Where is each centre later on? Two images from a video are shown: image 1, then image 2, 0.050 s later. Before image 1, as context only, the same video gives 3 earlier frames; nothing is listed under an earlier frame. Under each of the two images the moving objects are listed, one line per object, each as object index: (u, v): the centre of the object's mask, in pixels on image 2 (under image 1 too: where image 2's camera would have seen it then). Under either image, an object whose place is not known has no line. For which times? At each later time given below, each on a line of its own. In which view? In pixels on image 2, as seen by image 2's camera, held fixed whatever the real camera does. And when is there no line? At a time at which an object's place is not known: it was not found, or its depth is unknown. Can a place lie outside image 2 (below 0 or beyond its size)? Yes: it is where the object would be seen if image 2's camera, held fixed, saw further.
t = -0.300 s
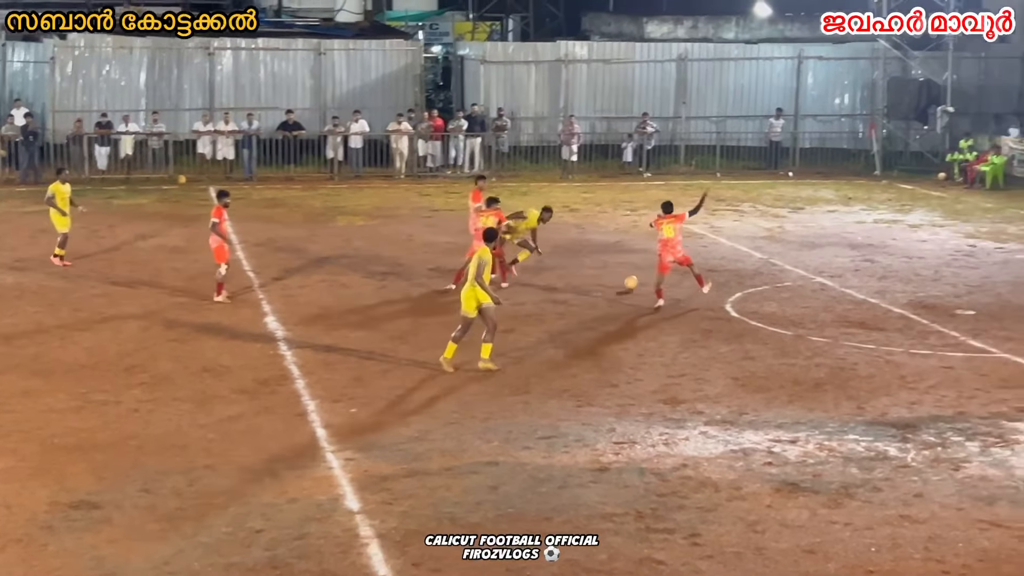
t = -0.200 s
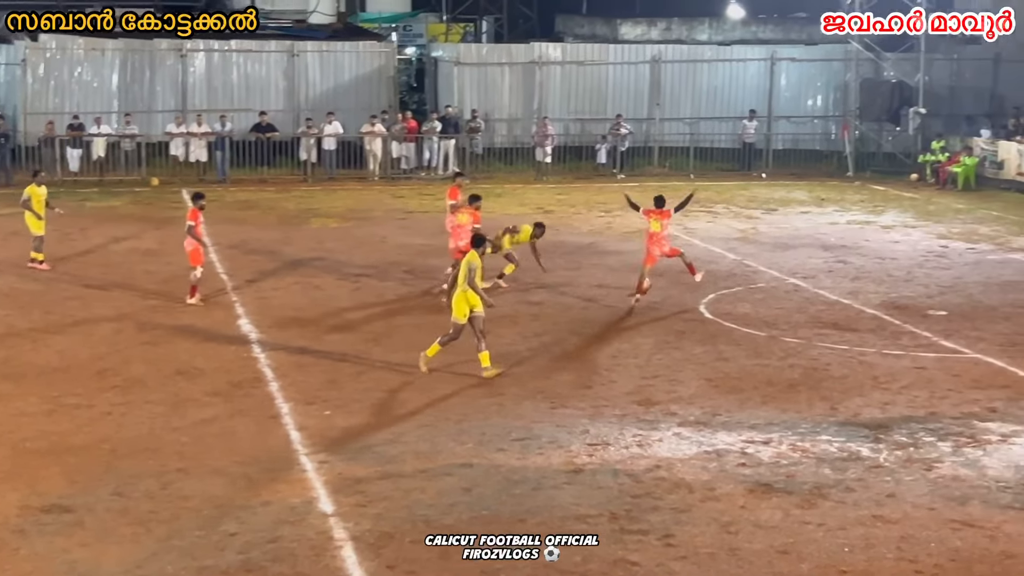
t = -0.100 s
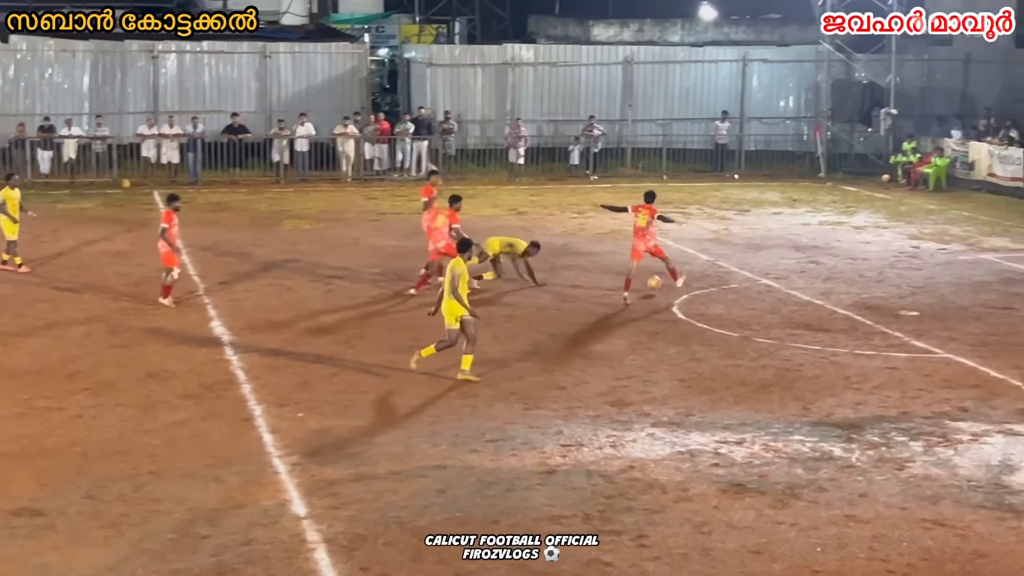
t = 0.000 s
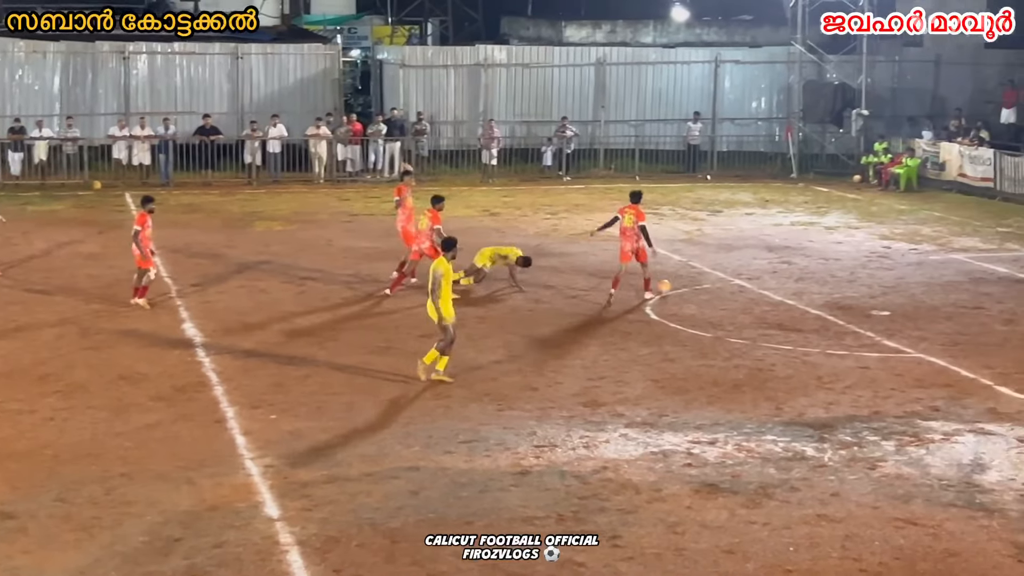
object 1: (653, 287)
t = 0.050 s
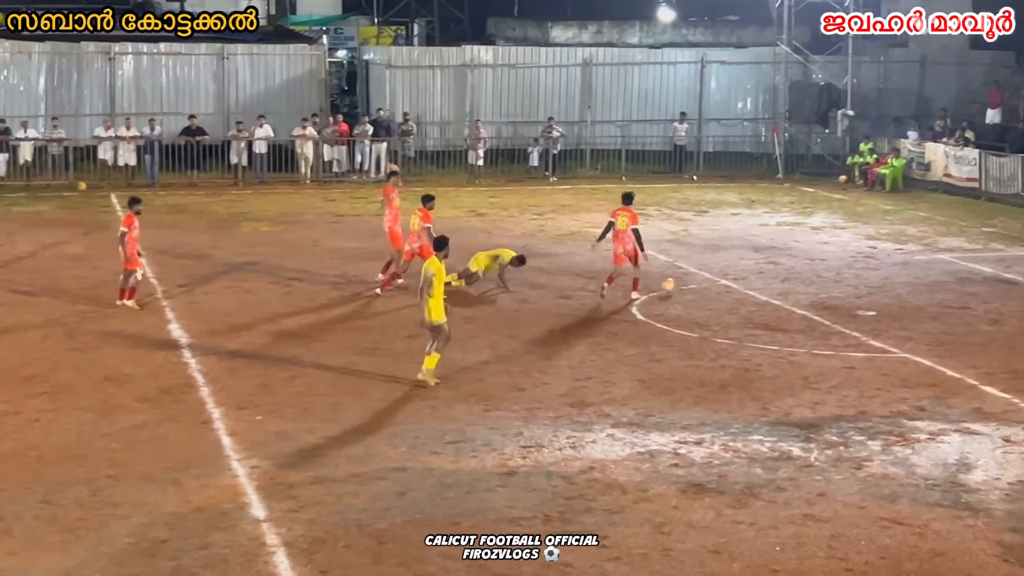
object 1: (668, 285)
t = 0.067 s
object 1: (673, 285)
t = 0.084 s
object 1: (678, 284)
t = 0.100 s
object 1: (683, 285)
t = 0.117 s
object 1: (688, 284)
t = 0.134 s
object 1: (693, 285)
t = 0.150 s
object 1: (697, 284)
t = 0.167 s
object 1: (703, 285)
